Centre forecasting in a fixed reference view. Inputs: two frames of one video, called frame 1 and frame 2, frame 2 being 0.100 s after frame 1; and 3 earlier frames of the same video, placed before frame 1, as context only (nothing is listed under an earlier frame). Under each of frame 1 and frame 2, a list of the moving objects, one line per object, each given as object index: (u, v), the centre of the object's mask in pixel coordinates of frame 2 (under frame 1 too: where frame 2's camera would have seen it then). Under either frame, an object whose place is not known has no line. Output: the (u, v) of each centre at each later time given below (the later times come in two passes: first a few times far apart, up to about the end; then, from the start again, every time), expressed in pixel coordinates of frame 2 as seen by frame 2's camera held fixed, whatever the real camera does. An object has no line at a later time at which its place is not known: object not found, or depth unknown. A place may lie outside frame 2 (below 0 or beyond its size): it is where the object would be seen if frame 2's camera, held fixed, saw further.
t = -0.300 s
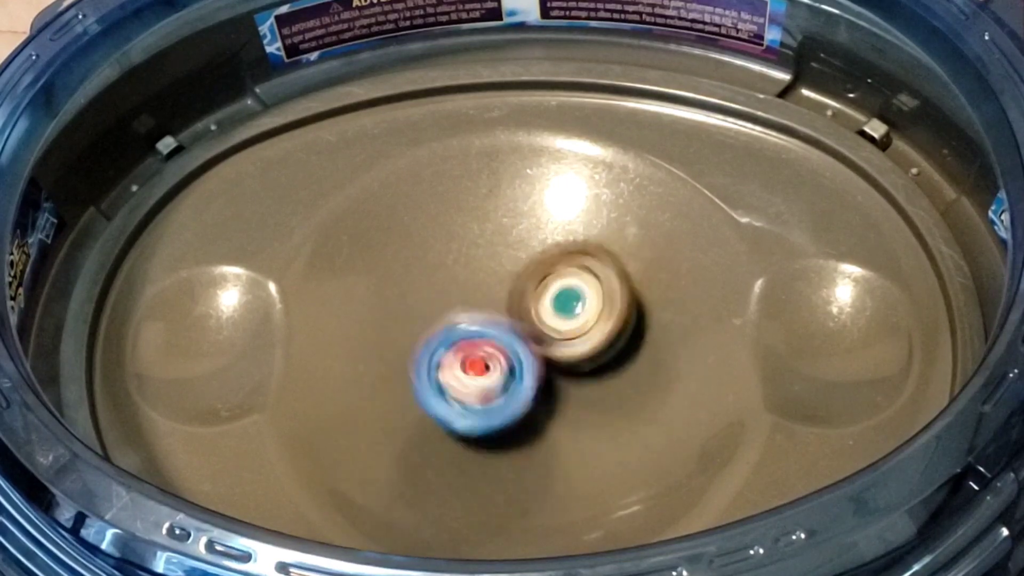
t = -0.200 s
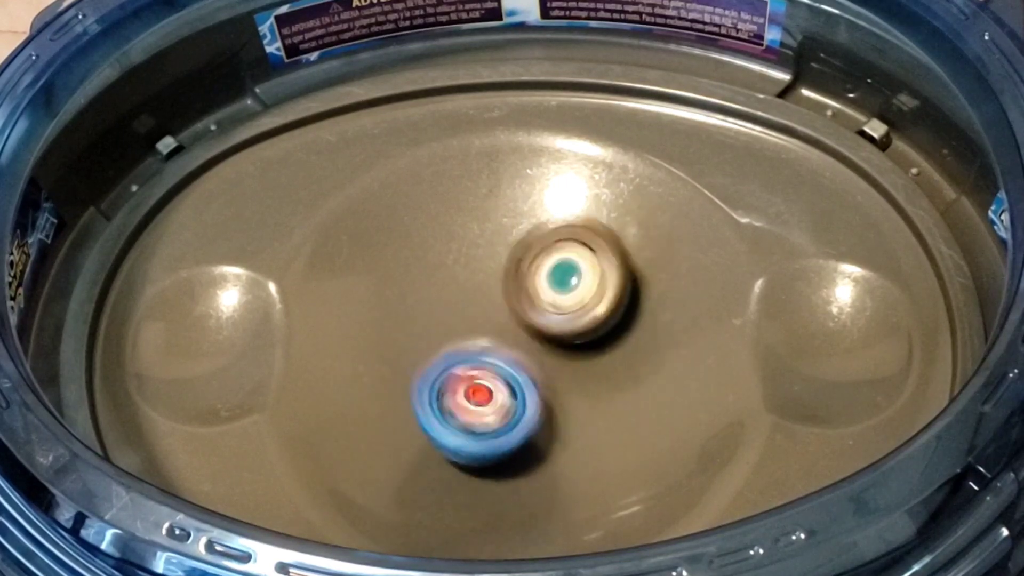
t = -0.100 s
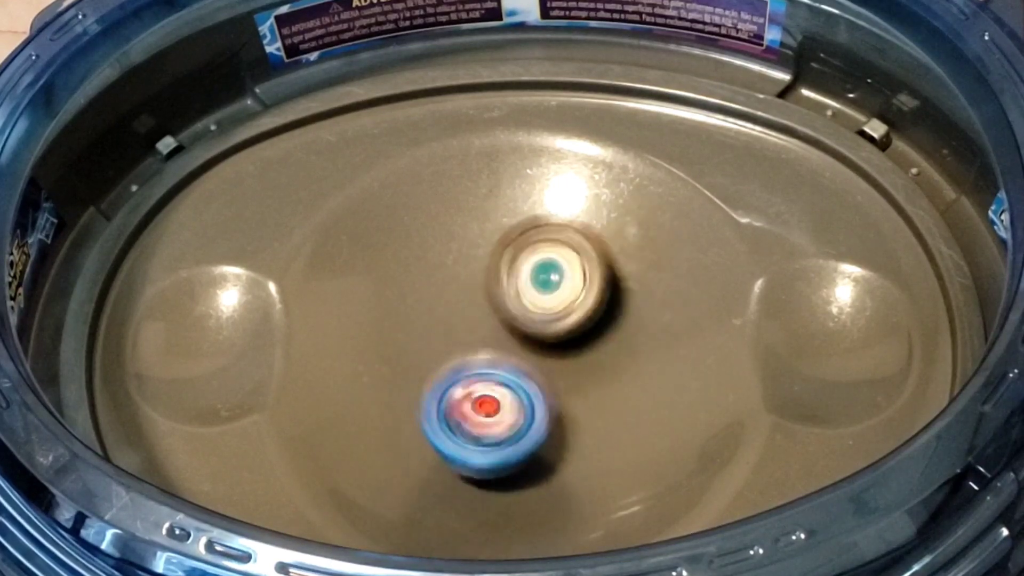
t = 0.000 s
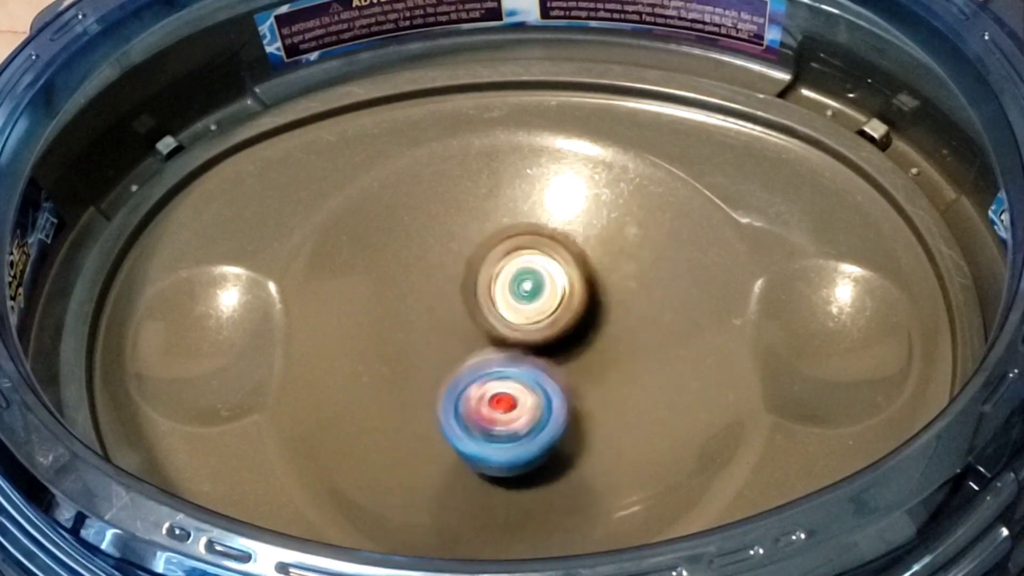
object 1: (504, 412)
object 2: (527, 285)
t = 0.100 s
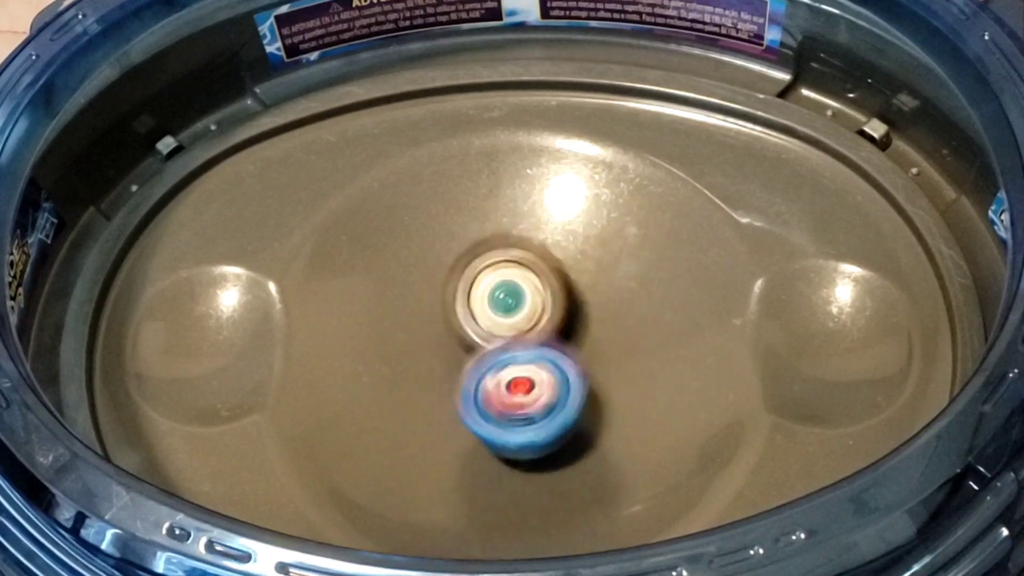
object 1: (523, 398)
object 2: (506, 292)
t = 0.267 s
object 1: (567, 378)
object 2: (468, 312)
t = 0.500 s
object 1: (590, 338)
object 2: (463, 362)
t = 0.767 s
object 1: (539, 286)
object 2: (495, 406)
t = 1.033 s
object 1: (472, 296)
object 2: (550, 396)
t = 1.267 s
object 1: (446, 345)
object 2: (584, 351)
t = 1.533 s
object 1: (501, 402)
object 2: (575, 299)
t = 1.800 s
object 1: (562, 390)
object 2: (511, 284)
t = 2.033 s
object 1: (575, 362)
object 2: (459, 312)
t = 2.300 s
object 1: (589, 267)
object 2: (422, 382)
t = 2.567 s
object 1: (504, 266)
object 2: (503, 406)
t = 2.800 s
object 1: (453, 349)
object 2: (608, 399)
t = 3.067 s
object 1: (503, 434)
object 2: (610, 350)
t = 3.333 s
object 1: (529, 378)
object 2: (530, 267)
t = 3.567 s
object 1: (552, 338)
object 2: (464, 253)
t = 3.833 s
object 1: (607, 353)
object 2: (361, 329)
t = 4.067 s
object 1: (572, 375)
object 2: (414, 408)
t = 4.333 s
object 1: (566, 264)
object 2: (482, 512)
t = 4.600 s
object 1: (504, 303)
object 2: (606, 364)
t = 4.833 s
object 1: (511, 321)
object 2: (667, 291)
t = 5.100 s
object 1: (500, 360)
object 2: (586, 286)
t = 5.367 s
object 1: (495, 374)
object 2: (507, 259)
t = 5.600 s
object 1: (493, 373)
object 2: (542, 273)
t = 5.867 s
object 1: (492, 373)
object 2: (528, 271)
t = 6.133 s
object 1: (492, 372)
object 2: (531, 272)
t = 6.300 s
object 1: (492, 372)
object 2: (531, 272)
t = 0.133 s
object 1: (533, 396)
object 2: (496, 295)
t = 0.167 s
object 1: (542, 393)
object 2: (489, 298)
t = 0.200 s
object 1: (547, 387)
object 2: (480, 300)
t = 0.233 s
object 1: (559, 382)
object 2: (474, 306)
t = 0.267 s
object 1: (567, 378)
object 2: (468, 312)
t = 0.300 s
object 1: (574, 374)
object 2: (465, 318)
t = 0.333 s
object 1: (580, 369)
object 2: (464, 324)
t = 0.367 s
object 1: (584, 364)
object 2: (463, 332)
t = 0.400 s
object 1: (588, 358)
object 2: (462, 340)
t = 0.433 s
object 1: (590, 351)
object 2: (461, 348)
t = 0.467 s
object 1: (591, 345)
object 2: (461, 355)
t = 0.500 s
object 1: (590, 338)
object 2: (463, 362)
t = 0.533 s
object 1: (588, 330)
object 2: (464, 369)
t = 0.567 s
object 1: (583, 323)
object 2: (467, 376)
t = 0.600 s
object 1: (577, 316)
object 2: (471, 382)
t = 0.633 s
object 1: (571, 311)
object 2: (474, 389)
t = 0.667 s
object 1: (563, 303)
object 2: (479, 395)
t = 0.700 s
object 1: (556, 296)
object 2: (483, 400)
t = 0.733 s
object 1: (547, 290)
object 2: (488, 403)
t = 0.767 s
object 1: (539, 286)
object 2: (495, 406)
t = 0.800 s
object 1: (531, 283)
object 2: (500, 408)
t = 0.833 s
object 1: (522, 281)
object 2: (506, 408)
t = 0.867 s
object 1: (513, 281)
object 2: (513, 408)
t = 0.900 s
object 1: (504, 282)
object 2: (520, 406)
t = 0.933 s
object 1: (496, 284)
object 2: (529, 405)
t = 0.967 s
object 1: (487, 288)
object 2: (536, 402)
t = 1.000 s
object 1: (480, 291)
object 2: (543, 400)
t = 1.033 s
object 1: (472, 296)
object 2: (550, 396)
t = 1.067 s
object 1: (463, 302)
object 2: (557, 392)
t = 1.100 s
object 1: (456, 308)
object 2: (563, 387)
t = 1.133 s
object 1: (449, 316)
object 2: (569, 380)
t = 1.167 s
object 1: (445, 320)
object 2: (573, 373)
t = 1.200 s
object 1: (445, 329)
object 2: (578, 366)
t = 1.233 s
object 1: (443, 335)
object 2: (581, 358)
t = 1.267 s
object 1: (446, 345)
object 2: (584, 351)
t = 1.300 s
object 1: (448, 353)
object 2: (586, 344)
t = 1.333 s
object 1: (454, 361)
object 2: (587, 336)
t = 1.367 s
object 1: (459, 370)
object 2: (587, 328)
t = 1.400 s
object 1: (467, 375)
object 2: (586, 321)
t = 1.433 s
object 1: (477, 382)
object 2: (585, 314)
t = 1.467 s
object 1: (484, 389)
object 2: (583, 307)
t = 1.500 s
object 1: (494, 396)
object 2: (579, 302)
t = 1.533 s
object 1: (501, 402)
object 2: (575, 299)
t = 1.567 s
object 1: (509, 404)
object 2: (570, 294)
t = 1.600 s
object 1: (517, 407)
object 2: (564, 292)
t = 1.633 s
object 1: (523, 406)
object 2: (556, 290)
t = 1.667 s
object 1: (529, 406)
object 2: (549, 288)
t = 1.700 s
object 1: (534, 401)
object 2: (541, 287)
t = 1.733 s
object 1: (541, 395)
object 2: (533, 284)
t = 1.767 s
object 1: (550, 391)
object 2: (525, 283)
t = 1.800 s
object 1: (562, 390)
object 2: (511, 284)
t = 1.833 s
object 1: (568, 390)
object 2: (499, 285)
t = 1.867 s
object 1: (575, 387)
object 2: (492, 287)
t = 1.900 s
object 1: (576, 385)
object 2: (485, 291)
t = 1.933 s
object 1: (579, 382)
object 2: (479, 296)
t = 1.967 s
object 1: (579, 376)
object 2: (471, 301)
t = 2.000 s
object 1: (579, 370)
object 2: (465, 307)
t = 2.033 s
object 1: (575, 362)
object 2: (459, 312)
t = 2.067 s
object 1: (573, 353)
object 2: (455, 319)
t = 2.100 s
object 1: (568, 341)
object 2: (449, 326)
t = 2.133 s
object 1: (573, 325)
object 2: (441, 338)
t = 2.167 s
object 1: (585, 311)
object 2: (427, 350)
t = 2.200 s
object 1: (586, 295)
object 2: (420, 361)
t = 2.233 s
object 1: (591, 284)
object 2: (419, 371)
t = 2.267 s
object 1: (589, 275)
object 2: (418, 377)
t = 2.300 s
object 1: (589, 267)
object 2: (422, 382)
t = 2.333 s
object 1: (585, 260)
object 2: (427, 388)
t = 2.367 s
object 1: (580, 254)
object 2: (433, 392)
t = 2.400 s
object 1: (571, 251)
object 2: (440, 395)
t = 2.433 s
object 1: (560, 248)
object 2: (451, 398)
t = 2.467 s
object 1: (548, 251)
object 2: (462, 400)
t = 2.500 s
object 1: (536, 255)
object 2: (473, 403)
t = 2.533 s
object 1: (523, 259)
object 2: (487, 404)
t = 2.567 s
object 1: (504, 266)
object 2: (503, 406)
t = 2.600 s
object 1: (490, 278)
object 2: (520, 409)
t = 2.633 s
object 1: (479, 289)
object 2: (539, 409)
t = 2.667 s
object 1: (469, 301)
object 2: (556, 408)
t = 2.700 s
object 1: (464, 312)
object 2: (572, 407)
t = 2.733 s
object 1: (458, 324)
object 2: (587, 405)
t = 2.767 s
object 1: (454, 337)
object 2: (599, 402)
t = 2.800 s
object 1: (453, 349)
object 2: (608, 399)
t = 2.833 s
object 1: (454, 362)
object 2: (613, 396)
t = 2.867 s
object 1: (458, 377)
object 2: (618, 392)
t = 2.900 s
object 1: (465, 389)
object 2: (619, 387)
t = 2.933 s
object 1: (475, 402)
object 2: (619, 383)
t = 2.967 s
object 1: (484, 413)
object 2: (617, 377)
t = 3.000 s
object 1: (492, 423)
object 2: (617, 368)
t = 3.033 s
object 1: (498, 430)
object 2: (613, 359)
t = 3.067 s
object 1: (503, 434)
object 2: (610, 350)
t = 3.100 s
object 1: (504, 436)
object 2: (604, 341)
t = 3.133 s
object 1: (506, 435)
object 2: (596, 331)
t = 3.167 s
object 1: (510, 431)
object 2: (588, 320)
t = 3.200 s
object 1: (511, 423)
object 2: (578, 310)
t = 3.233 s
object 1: (518, 415)
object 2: (568, 299)
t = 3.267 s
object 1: (525, 403)
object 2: (555, 287)
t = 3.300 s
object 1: (527, 389)
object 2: (546, 280)
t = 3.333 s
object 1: (529, 378)
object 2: (530, 267)
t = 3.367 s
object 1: (534, 365)
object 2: (523, 258)
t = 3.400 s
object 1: (540, 356)
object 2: (510, 251)
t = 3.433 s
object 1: (549, 351)
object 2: (496, 244)
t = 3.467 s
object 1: (550, 345)
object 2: (485, 242)
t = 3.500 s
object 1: (548, 342)
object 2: (478, 243)
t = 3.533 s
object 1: (550, 341)
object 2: (472, 247)
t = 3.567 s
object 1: (552, 338)
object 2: (464, 253)
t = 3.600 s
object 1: (551, 334)
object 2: (462, 260)
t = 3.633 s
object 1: (544, 332)
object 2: (454, 269)
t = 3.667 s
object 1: (543, 333)
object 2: (445, 280)
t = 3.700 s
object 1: (567, 348)
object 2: (424, 292)
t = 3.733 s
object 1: (594, 352)
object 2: (402, 300)
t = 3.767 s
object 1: (604, 348)
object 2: (385, 310)
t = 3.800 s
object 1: (609, 349)
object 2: (369, 320)
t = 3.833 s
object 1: (607, 353)
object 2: (361, 329)
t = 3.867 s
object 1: (604, 357)
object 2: (353, 341)
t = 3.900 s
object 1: (599, 361)
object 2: (353, 352)
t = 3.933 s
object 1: (592, 367)
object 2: (359, 365)
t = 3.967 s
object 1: (588, 373)
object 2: (368, 375)
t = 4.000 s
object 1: (587, 376)
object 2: (381, 388)
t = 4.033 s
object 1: (582, 376)
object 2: (396, 396)
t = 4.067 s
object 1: (572, 375)
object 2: (414, 408)
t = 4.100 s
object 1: (556, 374)
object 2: (437, 415)
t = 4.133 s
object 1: (555, 373)
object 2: (444, 439)
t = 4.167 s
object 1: (579, 344)
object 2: (446, 468)
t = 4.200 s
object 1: (576, 312)
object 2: (451, 488)
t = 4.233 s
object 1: (574, 292)
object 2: (458, 503)
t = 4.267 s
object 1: (564, 278)
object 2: (465, 509)
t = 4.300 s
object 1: (562, 272)
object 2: (474, 513)
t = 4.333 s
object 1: (566, 264)
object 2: (482, 512)
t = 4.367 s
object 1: (557, 254)
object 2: (499, 510)
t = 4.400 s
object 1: (545, 255)
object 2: (511, 498)
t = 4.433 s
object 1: (535, 261)
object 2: (529, 482)
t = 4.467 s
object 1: (525, 267)
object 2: (543, 462)
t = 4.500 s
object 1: (516, 275)
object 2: (560, 439)
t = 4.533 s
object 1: (510, 287)
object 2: (576, 414)
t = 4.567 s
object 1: (507, 297)
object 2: (592, 388)
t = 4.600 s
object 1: (504, 303)
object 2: (606, 364)
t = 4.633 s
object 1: (496, 302)
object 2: (627, 344)
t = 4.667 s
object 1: (492, 302)
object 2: (644, 327)
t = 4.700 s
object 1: (493, 306)
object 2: (655, 313)
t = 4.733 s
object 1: (498, 311)
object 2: (664, 304)
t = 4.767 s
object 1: (501, 314)
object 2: (669, 298)
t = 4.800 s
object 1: (506, 318)
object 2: (671, 294)
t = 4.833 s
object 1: (511, 321)
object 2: (667, 291)
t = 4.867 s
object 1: (518, 324)
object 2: (659, 293)
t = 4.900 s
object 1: (525, 328)
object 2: (648, 295)
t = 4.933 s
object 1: (525, 336)
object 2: (643, 294)
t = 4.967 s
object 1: (513, 348)
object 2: (639, 283)
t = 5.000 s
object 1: (505, 354)
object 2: (630, 284)
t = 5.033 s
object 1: (501, 354)
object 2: (614, 287)
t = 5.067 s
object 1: (501, 355)
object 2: (599, 294)
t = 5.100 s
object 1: (500, 360)
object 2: (586, 286)
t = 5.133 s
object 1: (497, 370)
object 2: (573, 280)
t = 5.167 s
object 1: (495, 371)
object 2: (557, 281)
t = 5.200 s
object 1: (494, 371)
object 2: (541, 275)
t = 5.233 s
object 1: (494, 372)
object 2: (529, 271)
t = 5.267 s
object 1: (495, 374)
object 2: (517, 265)
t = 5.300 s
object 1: (496, 375)
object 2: (510, 260)
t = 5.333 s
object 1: (496, 375)
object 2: (507, 259)
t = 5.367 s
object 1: (495, 374)
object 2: (507, 259)
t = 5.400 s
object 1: (493, 373)
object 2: (508, 260)
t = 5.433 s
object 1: (491, 371)
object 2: (510, 262)
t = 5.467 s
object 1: (491, 370)
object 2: (514, 264)
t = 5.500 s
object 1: (491, 371)
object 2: (520, 267)
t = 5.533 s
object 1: (492, 372)
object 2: (528, 270)
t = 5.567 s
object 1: (493, 373)
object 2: (536, 272)
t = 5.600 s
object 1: (493, 373)
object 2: (542, 273)
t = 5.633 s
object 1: (493, 373)
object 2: (546, 274)
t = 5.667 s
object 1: (491, 372)
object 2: (545, 275)
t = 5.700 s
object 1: (490, 371)
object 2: (540, 273)
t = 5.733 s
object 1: (490, 371)
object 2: (537, 272)
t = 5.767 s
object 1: (491, 372)
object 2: (534, 272)
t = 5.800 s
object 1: (492, 372)
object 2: (531, 272)
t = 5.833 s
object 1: (492, 373)
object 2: (528, 271)
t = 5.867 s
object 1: (492, 373)
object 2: (528, 271)
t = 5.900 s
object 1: (492, 373)
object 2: (530, 272)
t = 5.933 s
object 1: (492, 373)
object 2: (532, 273)
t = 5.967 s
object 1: (492, 373)
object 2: (533, 273)
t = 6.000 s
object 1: (492, 373)
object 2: (533, 273)
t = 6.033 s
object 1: (492, 373)
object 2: (532, 273)
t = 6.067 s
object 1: (492, 373)
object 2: (530, 272)
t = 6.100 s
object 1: (492, 372)
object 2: (531, 272)
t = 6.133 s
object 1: (492, 372)
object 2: (531, 272)
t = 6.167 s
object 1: (492, 372)
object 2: (531, 273)
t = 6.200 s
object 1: (492, 373)
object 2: (531, 273)
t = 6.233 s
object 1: (492, 373)
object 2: (531, 273)
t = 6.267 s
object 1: (492, 372)
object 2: (531, 273)
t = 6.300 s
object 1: (492, 372)
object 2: (531, 272)
